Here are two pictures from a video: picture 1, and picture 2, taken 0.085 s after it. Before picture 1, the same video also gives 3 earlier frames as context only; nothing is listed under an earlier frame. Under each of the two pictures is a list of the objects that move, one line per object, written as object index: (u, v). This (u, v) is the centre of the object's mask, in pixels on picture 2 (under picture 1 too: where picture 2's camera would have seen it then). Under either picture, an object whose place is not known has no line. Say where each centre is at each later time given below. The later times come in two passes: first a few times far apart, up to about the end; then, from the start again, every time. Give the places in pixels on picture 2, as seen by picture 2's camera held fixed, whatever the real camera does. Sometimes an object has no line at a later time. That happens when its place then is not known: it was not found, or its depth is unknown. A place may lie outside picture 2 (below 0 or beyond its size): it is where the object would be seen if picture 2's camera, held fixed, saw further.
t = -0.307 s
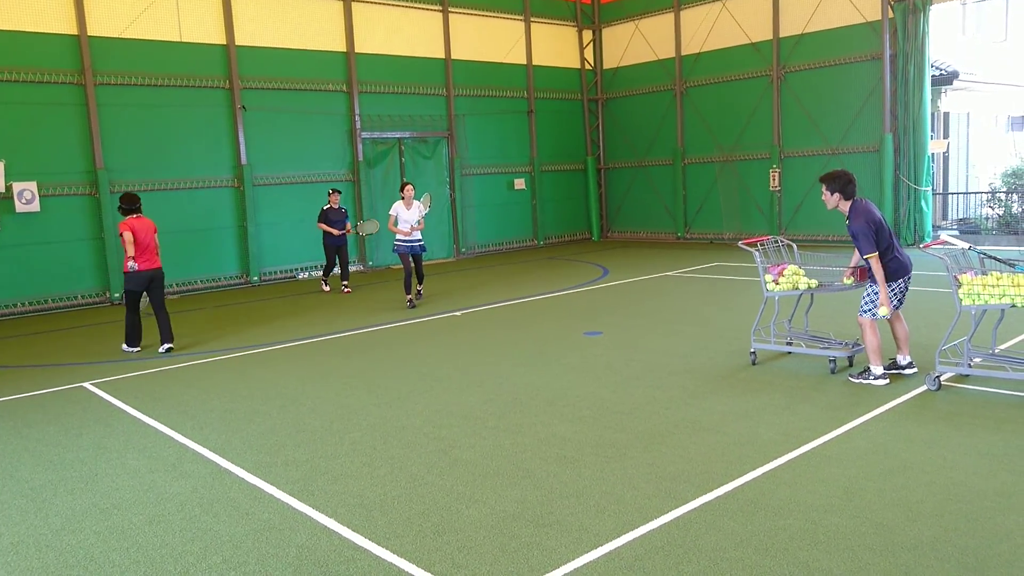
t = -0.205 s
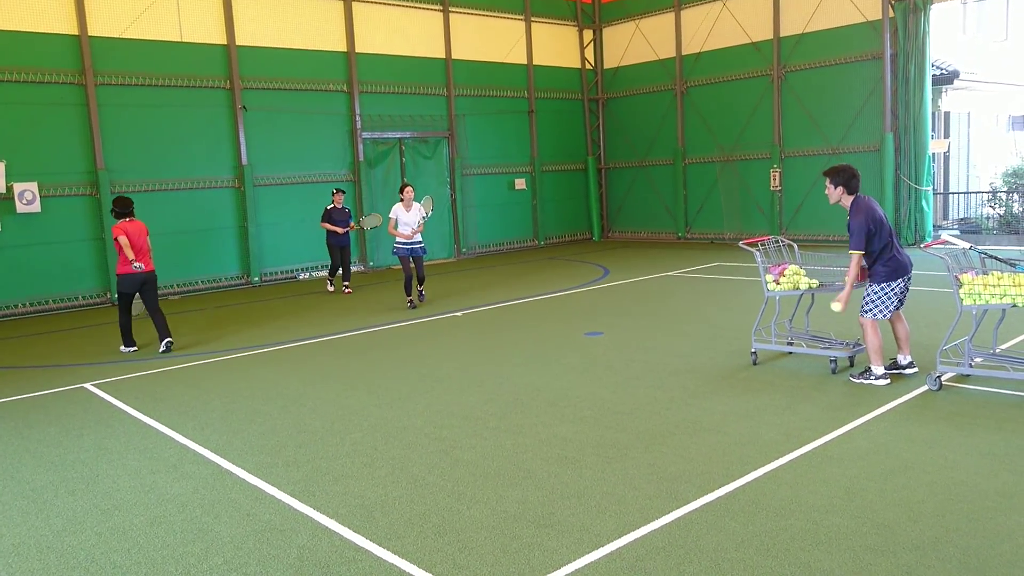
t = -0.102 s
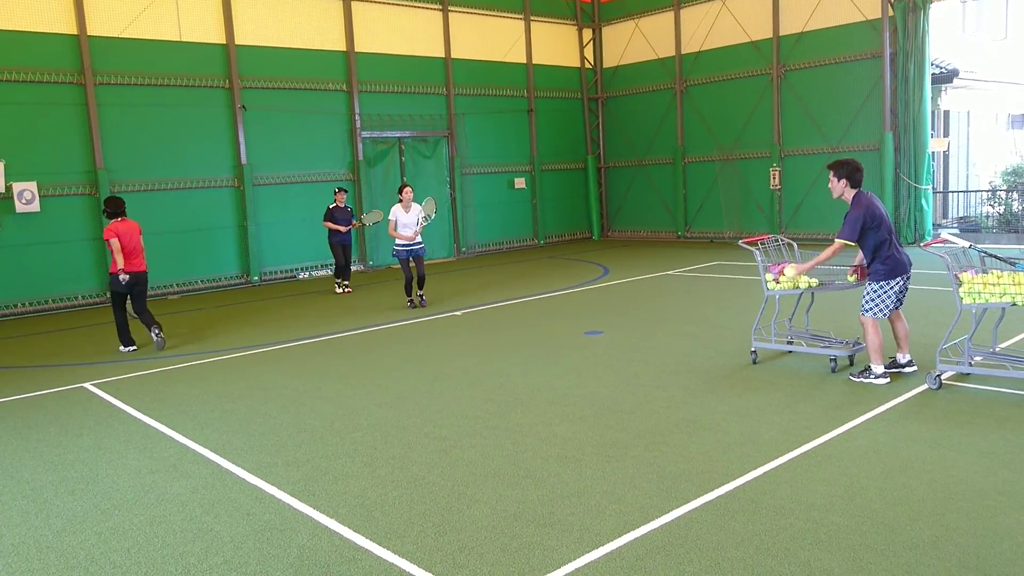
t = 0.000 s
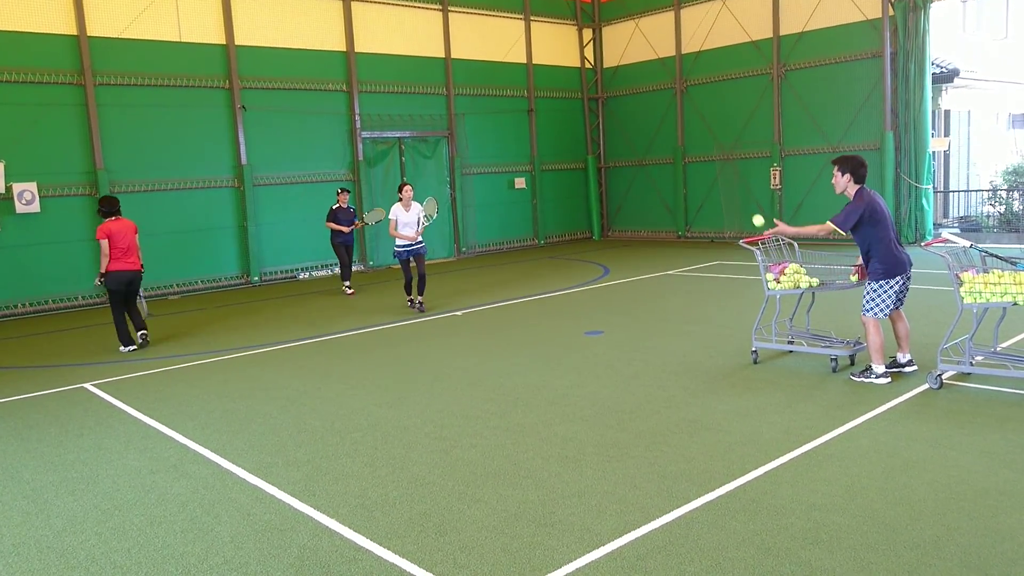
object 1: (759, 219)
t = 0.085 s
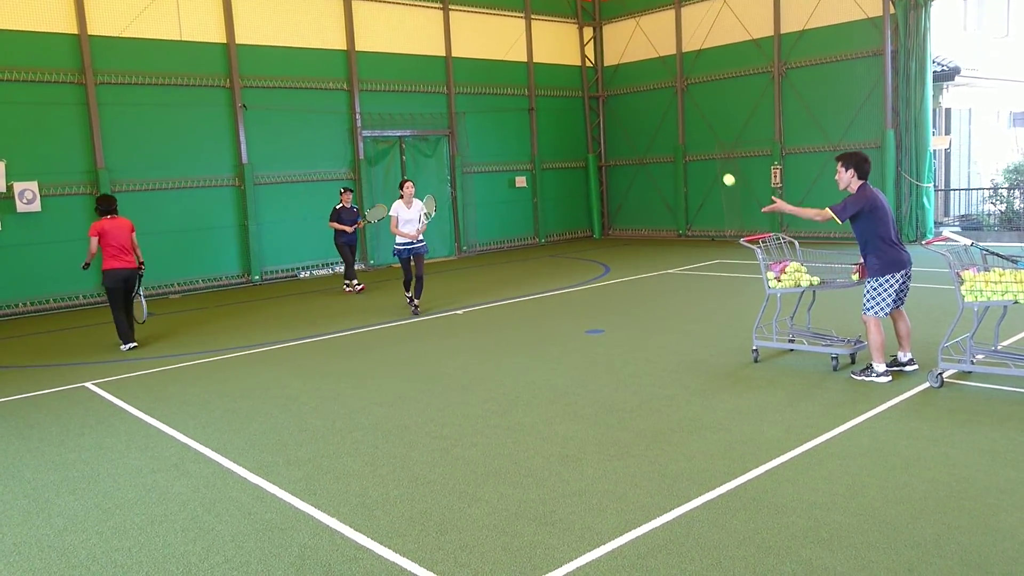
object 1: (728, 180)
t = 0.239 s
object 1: (684, 148)
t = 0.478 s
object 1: (618, 162)
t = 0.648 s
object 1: (575, 218)
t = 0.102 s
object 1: (724, 175)
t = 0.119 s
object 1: (719, 170)
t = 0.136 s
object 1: (714, 165)
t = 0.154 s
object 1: (709, 161)
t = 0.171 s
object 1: (704, 158)
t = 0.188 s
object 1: (699, 155)
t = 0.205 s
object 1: (694, 152)
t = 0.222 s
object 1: (689, 150)
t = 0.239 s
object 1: (684, 148)
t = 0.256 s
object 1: (679, 146)
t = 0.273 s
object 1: (674, 145)
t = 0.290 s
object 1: (670, 144)
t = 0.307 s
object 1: (665, 144)
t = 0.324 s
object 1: (660, 144)
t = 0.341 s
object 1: (655, 144)
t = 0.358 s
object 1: (651, 145)
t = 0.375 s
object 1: (646, 147)
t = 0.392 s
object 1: (641, 148)
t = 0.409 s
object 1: (637, 150)
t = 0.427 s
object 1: (632, 153)
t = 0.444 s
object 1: (627, 155)
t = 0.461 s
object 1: (623, 159)
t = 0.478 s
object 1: (618, 162)
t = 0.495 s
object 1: (614, 166)
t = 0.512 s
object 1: (609, 170)
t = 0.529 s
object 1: (605, 175)
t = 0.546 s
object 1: (600, 180)
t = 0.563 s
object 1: (596, 185)
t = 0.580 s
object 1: (592, 191)
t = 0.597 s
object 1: (587, 197)
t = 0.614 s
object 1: (583, 204)
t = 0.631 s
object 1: (579, 210)
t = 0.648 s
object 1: (575, 218)
